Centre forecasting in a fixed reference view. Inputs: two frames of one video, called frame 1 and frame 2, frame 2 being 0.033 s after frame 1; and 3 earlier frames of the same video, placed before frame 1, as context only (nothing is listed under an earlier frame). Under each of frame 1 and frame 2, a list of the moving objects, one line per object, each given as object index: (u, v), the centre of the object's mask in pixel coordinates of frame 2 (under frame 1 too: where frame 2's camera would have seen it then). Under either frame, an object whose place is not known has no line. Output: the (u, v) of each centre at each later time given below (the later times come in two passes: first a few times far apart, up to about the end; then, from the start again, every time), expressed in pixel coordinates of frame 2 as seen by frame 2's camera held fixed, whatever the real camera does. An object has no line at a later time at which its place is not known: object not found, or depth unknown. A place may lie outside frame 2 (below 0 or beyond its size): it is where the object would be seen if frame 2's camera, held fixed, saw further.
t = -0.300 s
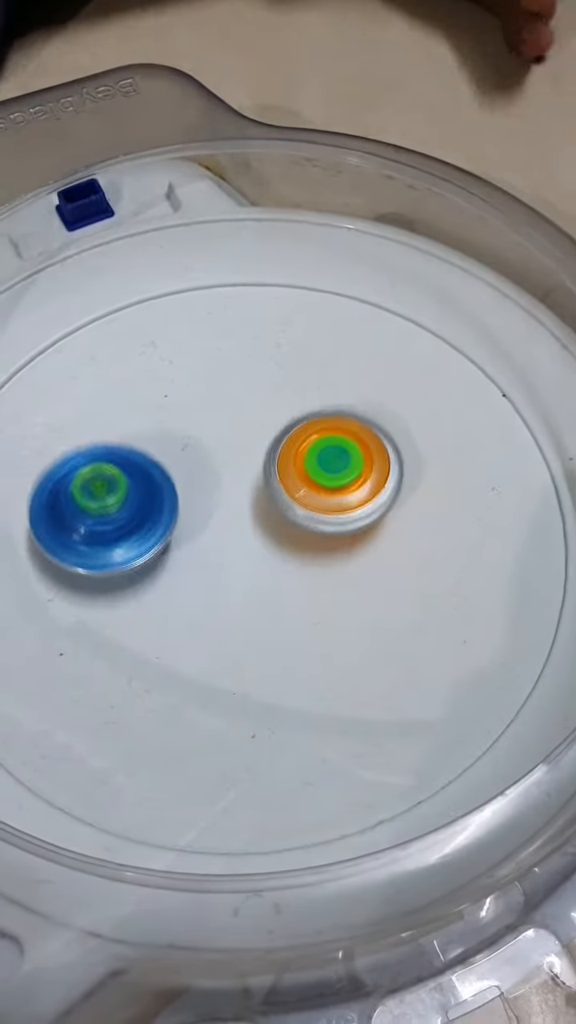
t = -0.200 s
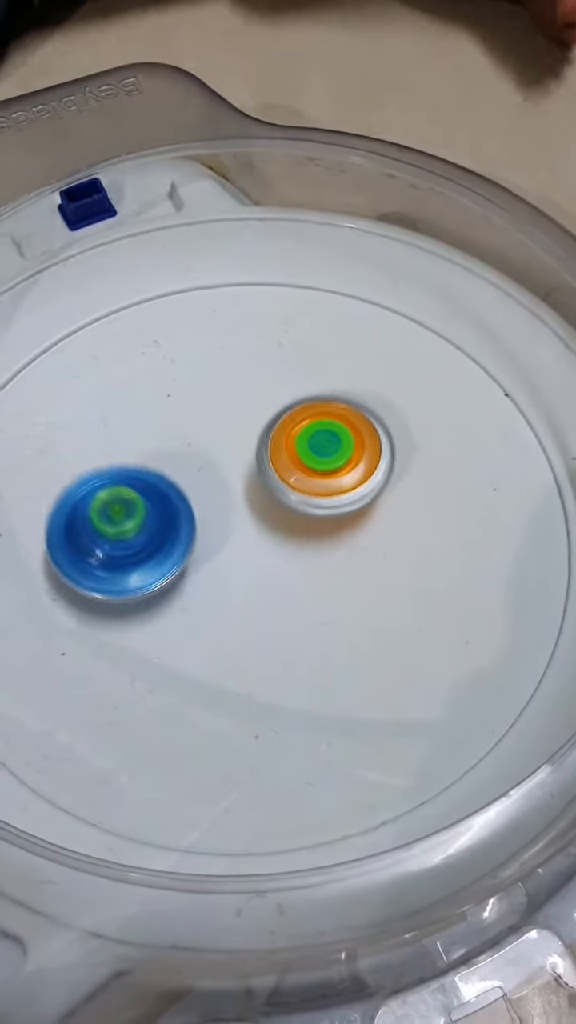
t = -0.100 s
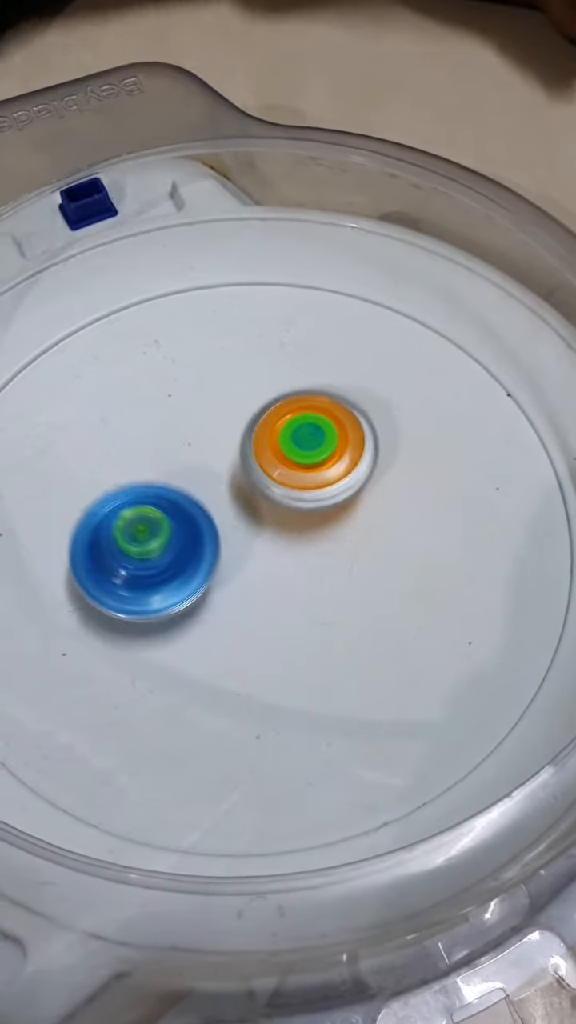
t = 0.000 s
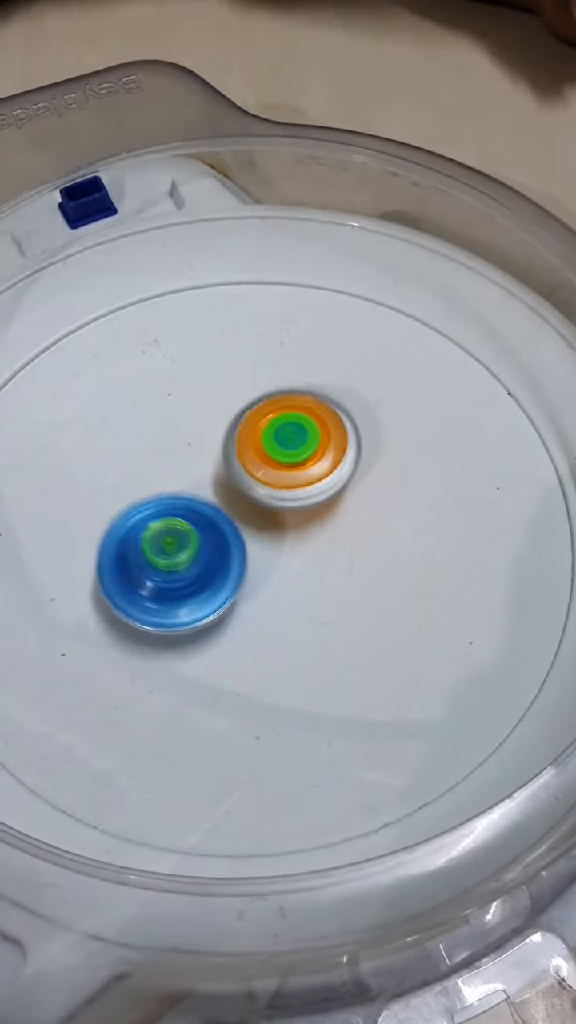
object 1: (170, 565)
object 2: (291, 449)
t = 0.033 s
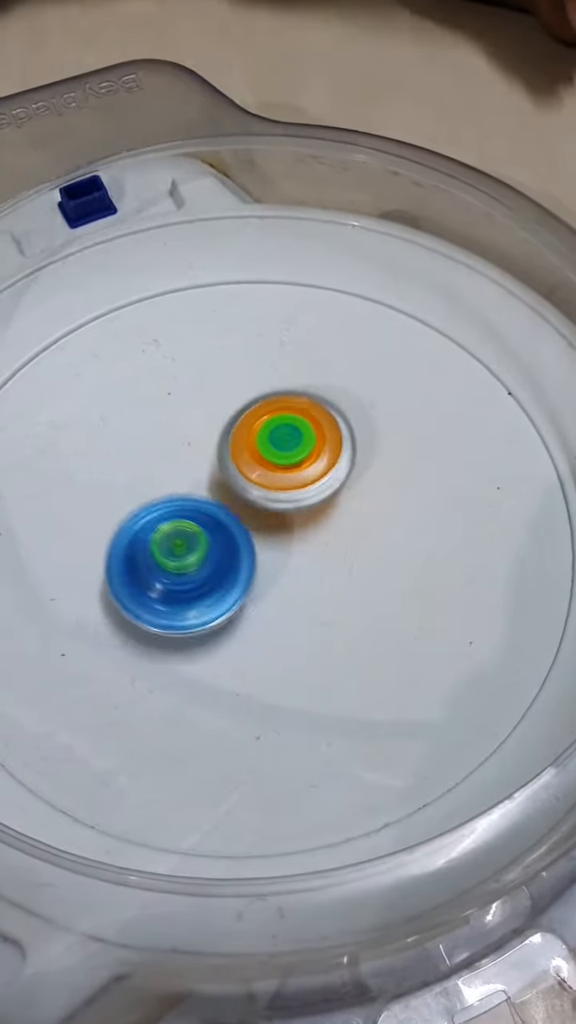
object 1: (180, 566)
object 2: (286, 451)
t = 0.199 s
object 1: (129, 673)
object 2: (306, 412)
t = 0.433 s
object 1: (204, 687)
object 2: (266, 411)
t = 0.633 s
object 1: (275, 640)
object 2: (236, 450)
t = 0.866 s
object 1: (333, 620)
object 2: (218, 482)
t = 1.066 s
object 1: (373, 583)
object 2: (201, 499)
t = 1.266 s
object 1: (471, 580)
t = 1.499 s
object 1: (431, 509)
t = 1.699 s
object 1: (360, 480)
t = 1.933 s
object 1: (310, 463)
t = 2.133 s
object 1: (271, 456)
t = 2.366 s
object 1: (214, 452)
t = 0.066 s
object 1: (189, 568)
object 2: (282, 454)
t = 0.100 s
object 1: (192, 577)
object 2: (279, 456)
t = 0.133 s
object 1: (163, 618)
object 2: (293, 437)
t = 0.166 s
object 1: (141, 650)
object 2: (303, 421)
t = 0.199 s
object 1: (129, 673)
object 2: (306, 412)
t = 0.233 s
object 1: (128, 685)
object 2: (302, 407)
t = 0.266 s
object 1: (135, 690)
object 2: (296, 404)
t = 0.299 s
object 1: (148, 692)
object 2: (290, 403)
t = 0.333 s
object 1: (161, 693)
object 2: (284, 403)
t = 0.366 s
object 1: (175, 692)
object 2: (278, 405)
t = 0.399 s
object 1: (190, 690)
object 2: (272, 408)
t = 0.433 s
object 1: (204, 687)
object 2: (266, 411)
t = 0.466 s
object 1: (218, 682)
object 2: (261, 416)
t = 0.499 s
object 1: (231, 676)
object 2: (255, 421)
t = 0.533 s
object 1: (244, 668)
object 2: (249, 427)
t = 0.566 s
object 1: (255, 660)
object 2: (244, 434)
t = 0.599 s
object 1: (264, 651)
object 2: (240, 441)
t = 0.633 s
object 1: (275, 640)
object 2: (236, 450)
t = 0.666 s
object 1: (283, 630)
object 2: (233, 460)
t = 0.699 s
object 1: (290, 620)
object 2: (232, 470)
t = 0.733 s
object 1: (296, 609)
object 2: (231, 482)
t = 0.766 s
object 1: (305, 608)
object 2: (230, 484)
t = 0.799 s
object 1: (318, 619)
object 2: (224, 479)
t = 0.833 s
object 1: (327, 622)
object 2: (221, 477)
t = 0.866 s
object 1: (333, 620)
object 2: (218, 482)
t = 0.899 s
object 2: (217, 488)
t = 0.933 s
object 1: (342, 607)
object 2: (217, 494)
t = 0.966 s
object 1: (346, 597)
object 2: (217, 499)
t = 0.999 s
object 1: (349, 589)
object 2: (218, 505)
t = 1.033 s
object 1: (350, 579)
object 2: (219, 509)
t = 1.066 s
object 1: (373, 583)
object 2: (201, 499)
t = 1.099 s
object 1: (415, 597)
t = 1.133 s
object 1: (447, 606)
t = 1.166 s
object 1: (465, 607)
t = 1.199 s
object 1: (472, 601)
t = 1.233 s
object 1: (473, 591)
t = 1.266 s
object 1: (471, 580)
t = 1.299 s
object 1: (469, 569)
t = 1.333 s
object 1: (465, 558)
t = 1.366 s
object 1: (461, 547)
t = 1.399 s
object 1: (455, 537)
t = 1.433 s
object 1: (448, 526)
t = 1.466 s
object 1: (440, 517)
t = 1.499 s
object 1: (431, 509)
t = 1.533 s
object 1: (420, 501)
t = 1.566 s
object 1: (409, 495)
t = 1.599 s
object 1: (398, 489)
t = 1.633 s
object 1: (385, 485)
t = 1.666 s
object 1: (373, 482)
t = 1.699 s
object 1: (360, 480)
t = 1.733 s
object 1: (348, 479)
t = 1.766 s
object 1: (336, 479)
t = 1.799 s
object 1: (324, 481)
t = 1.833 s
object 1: (314, 483)
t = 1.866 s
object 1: (303, 485)
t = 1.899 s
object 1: (301, 481)
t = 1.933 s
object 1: (310, 463)
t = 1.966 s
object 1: (312, 453)
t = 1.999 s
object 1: (308, 449)
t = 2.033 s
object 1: (300, 448)
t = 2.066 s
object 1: (291, 450)
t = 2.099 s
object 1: (281, 452)
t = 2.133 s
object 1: (271, 456)
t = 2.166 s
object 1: (262, 458)
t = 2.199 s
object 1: (253, 462)
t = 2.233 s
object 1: (244, 463)
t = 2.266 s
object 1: (235, 458)
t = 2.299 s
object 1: (227, 451)
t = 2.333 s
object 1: (220, 450)
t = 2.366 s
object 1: (214, 452)
